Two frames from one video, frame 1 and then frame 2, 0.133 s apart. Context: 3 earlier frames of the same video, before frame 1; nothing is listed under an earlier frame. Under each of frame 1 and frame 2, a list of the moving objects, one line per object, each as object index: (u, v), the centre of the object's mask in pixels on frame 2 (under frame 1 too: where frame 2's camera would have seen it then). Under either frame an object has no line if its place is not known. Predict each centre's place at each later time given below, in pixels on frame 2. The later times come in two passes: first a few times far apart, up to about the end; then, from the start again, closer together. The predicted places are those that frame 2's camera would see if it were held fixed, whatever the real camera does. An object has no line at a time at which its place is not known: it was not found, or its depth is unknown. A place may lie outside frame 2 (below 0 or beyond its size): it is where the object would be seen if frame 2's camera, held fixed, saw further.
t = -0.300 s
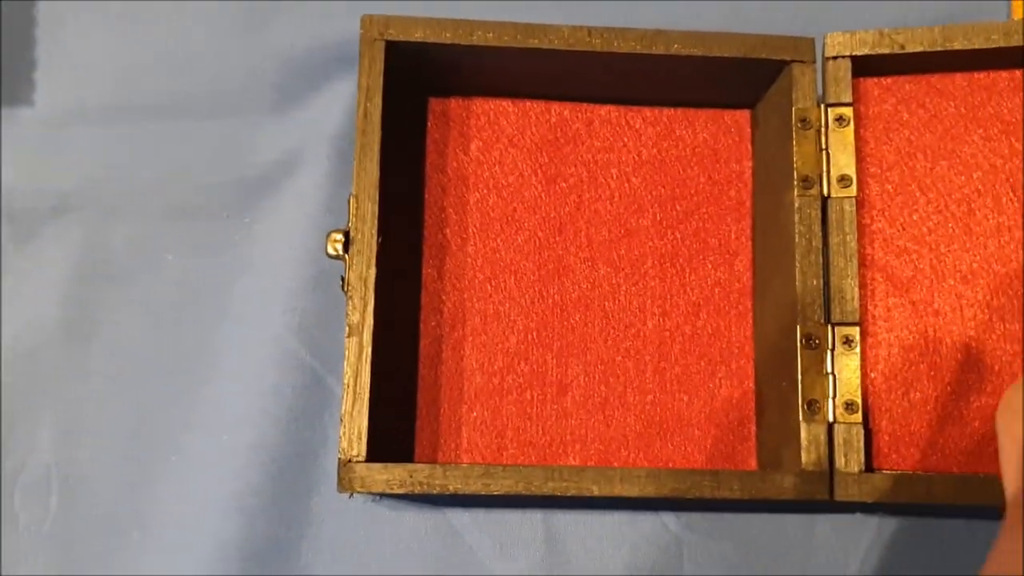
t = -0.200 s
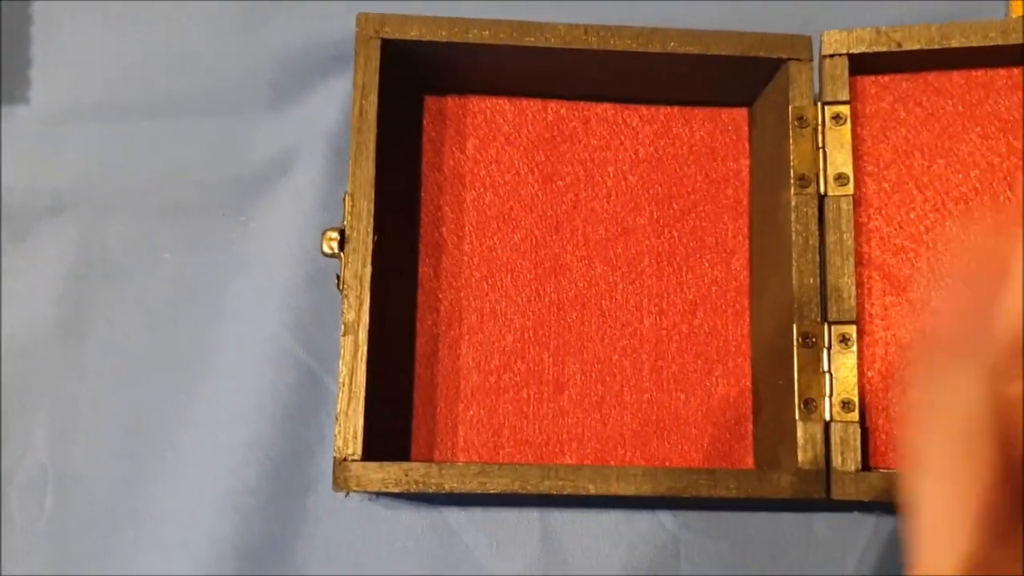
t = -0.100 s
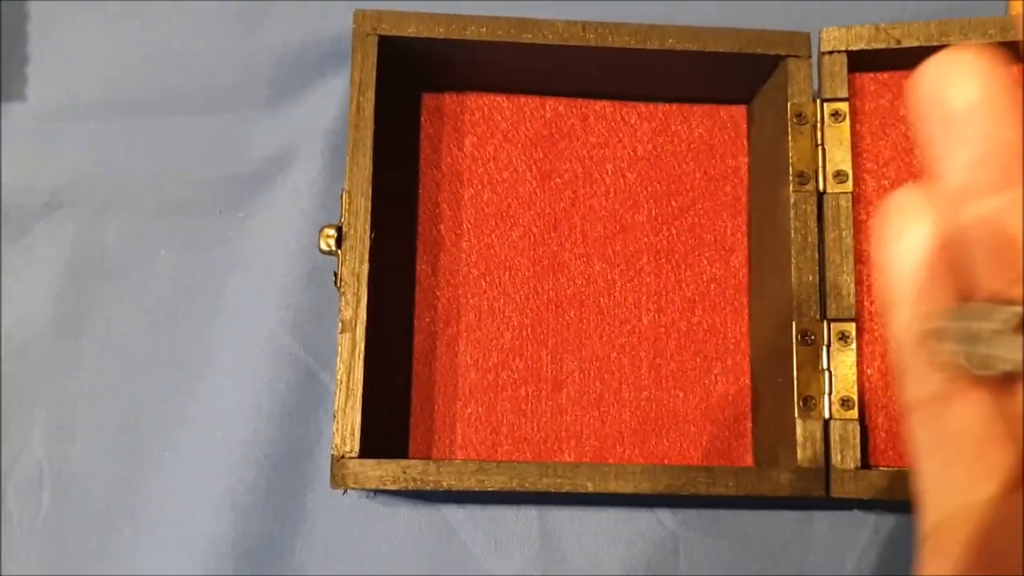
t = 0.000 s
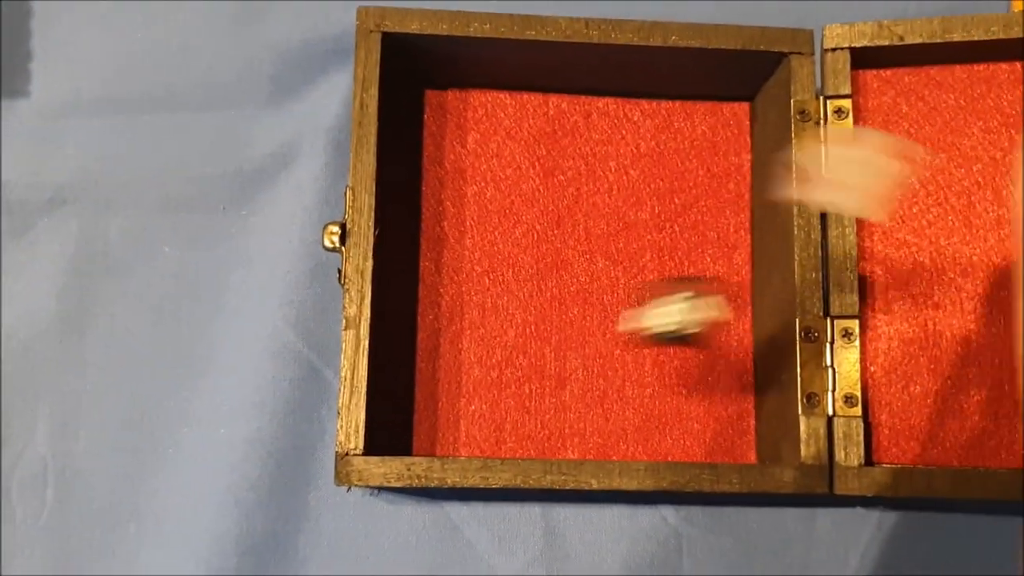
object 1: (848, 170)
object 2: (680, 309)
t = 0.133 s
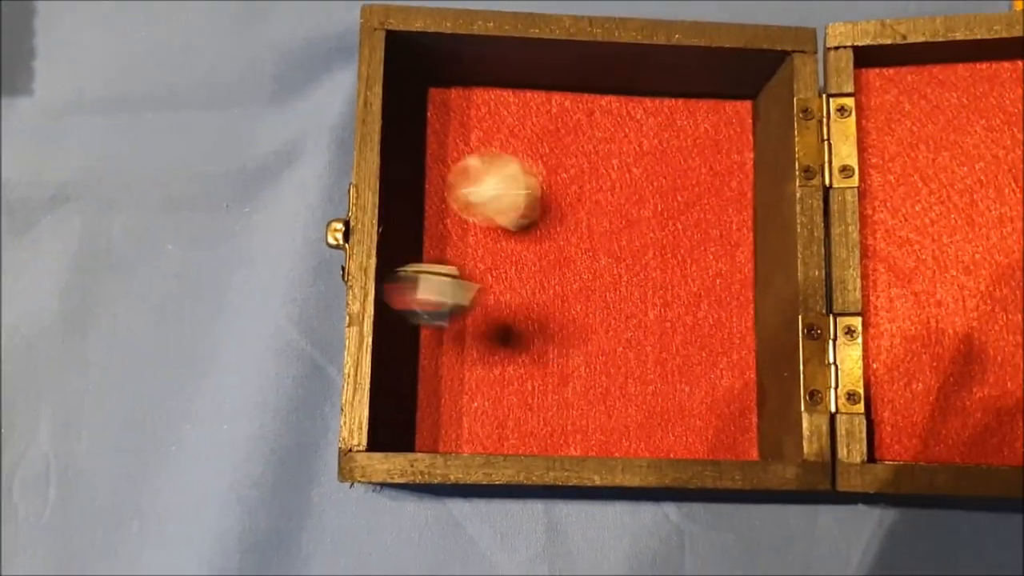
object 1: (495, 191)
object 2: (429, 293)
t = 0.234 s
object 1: (463, 178)
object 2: (413, 269)
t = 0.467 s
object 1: (536, 165)
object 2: (619, 279)
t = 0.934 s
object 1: (537, 165)
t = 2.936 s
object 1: (536, 164)
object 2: (661, 340)
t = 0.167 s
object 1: (444, 185)
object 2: (404, 286)
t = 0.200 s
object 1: (438, 183)
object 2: (402, 276)
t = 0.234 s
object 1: (463, 178)
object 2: (413, 269)
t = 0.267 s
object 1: (489, 179)
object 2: (447, 276)
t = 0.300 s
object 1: (510, 171)
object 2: (469, 269)
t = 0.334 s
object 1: (525, 166)
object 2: (502, 266)
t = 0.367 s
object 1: (532, 164)
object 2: (527, 268)
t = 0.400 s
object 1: (535, 165)
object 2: (561, 267)
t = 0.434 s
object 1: (537, 165)
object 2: (593, 269)
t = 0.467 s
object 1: (536, 165)
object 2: (619, 279)
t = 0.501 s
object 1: (537, 166)
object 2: (638, 296)
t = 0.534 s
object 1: (537, 165)
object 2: (652, 315)
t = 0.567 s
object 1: (537, 165)
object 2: (658, 331)
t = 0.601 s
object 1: (537, 165)
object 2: (658, 340)
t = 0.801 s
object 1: (537, 165)
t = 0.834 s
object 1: (537, 165)
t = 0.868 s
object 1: (537, 165)
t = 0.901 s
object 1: (537, 165)
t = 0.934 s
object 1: (537, 165)
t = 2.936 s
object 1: (536, 164)
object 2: (661, 340)
